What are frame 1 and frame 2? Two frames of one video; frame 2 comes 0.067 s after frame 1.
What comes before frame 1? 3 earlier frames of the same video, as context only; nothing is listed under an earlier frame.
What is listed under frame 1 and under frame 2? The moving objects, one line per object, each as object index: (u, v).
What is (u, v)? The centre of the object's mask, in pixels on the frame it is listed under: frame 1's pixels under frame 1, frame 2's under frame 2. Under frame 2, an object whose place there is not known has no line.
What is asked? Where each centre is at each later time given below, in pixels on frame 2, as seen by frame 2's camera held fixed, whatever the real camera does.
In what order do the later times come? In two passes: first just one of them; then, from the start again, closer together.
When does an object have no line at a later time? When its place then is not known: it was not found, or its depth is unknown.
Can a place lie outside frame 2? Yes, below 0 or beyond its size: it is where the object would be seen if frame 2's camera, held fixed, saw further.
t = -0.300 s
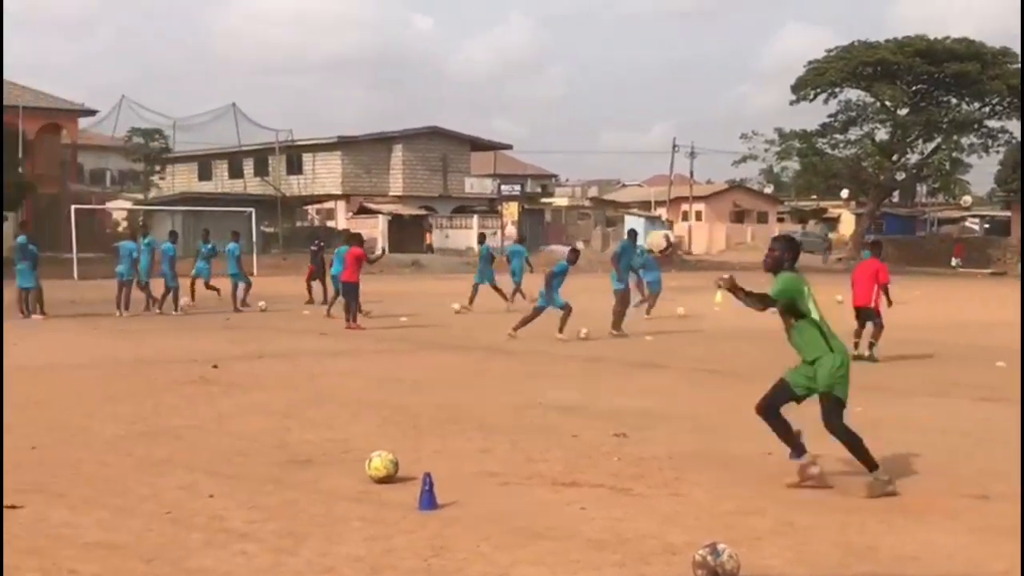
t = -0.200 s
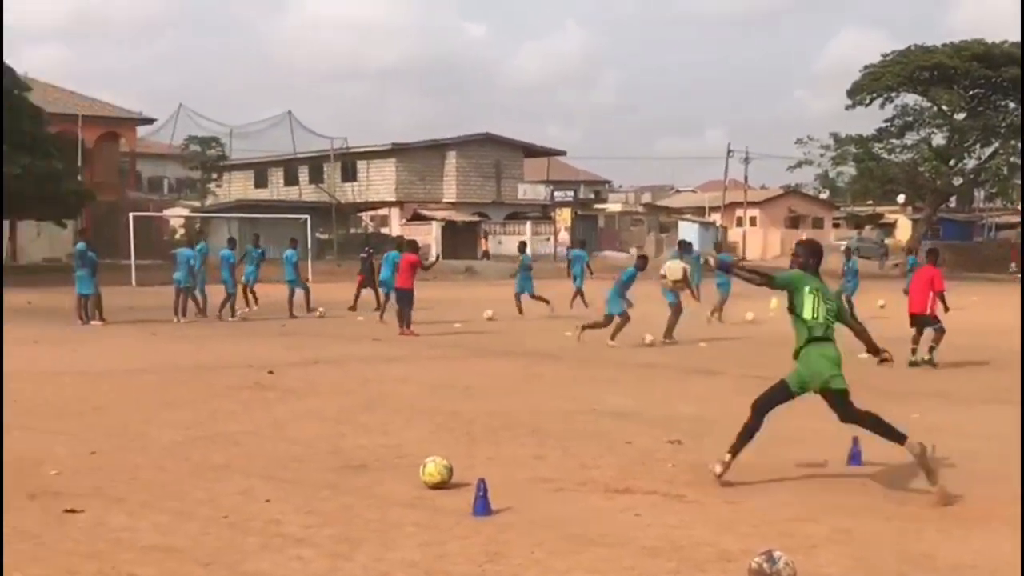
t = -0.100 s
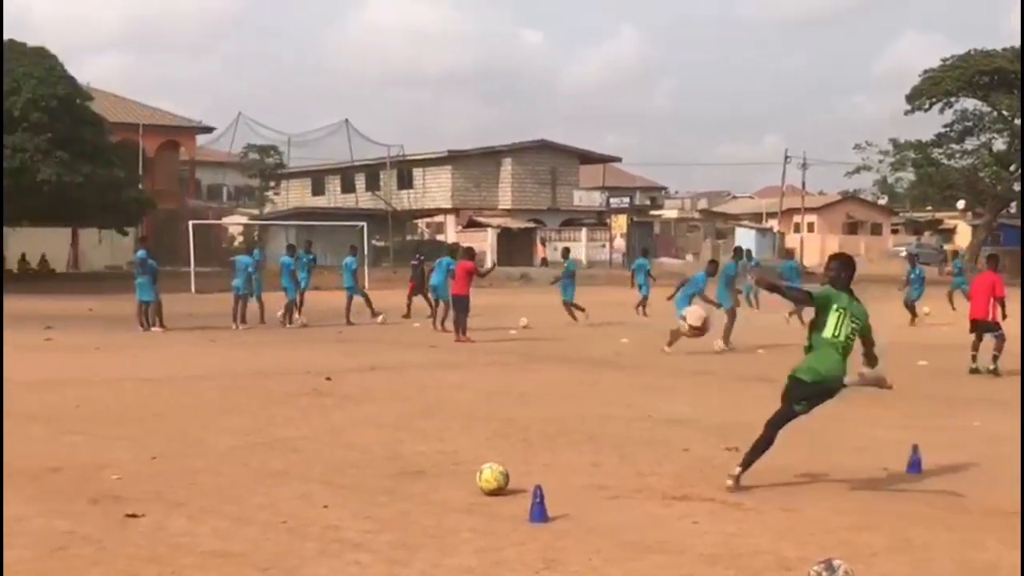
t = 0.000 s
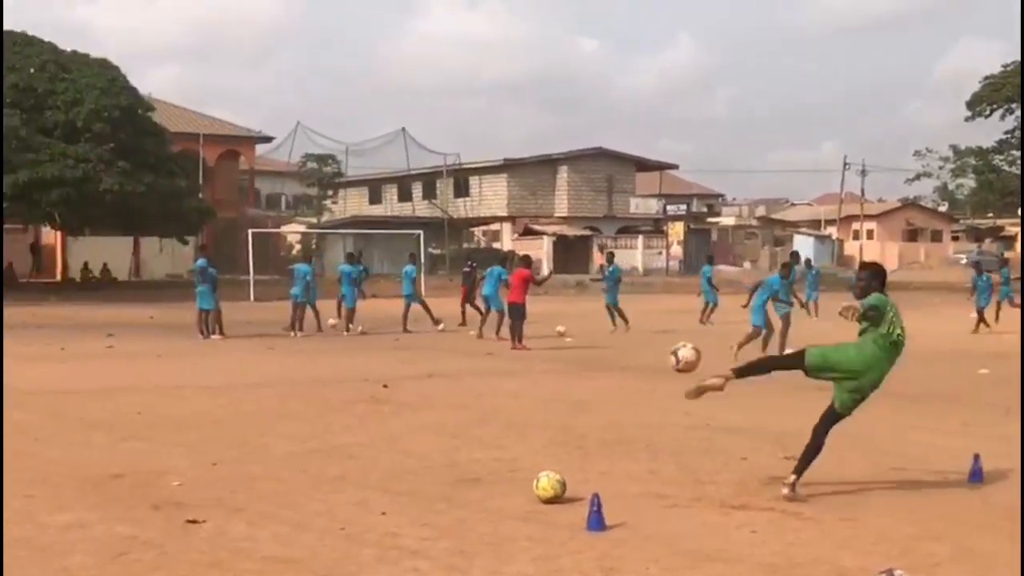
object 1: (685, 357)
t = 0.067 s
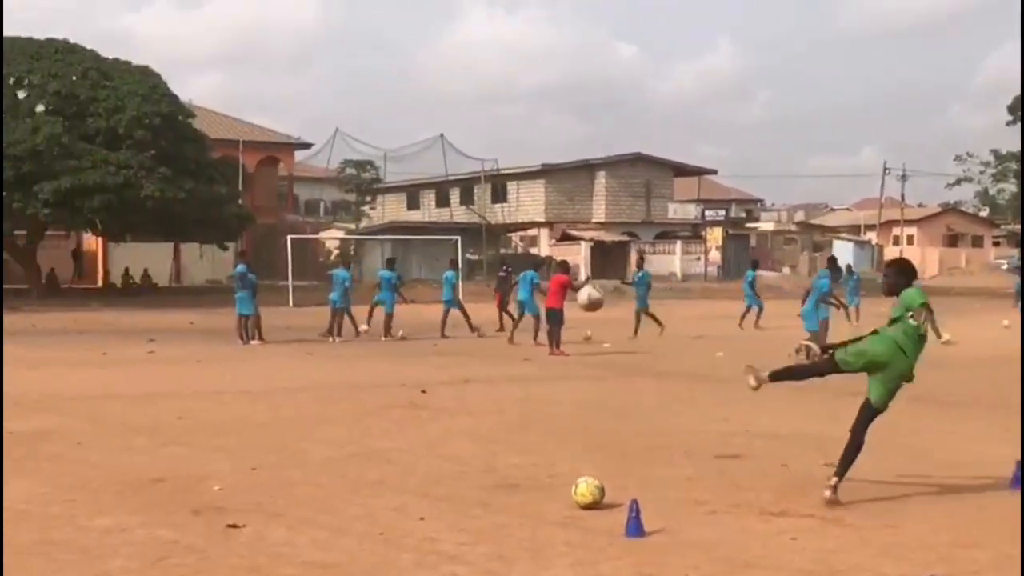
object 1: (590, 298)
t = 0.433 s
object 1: (198, 120)
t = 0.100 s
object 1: (536, 272)
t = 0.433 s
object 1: (198, 120)
